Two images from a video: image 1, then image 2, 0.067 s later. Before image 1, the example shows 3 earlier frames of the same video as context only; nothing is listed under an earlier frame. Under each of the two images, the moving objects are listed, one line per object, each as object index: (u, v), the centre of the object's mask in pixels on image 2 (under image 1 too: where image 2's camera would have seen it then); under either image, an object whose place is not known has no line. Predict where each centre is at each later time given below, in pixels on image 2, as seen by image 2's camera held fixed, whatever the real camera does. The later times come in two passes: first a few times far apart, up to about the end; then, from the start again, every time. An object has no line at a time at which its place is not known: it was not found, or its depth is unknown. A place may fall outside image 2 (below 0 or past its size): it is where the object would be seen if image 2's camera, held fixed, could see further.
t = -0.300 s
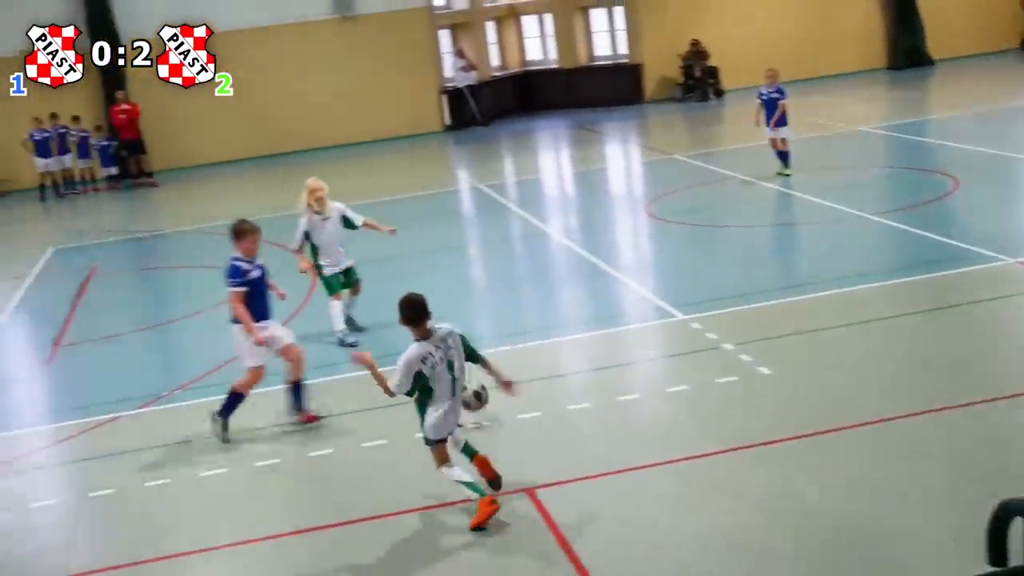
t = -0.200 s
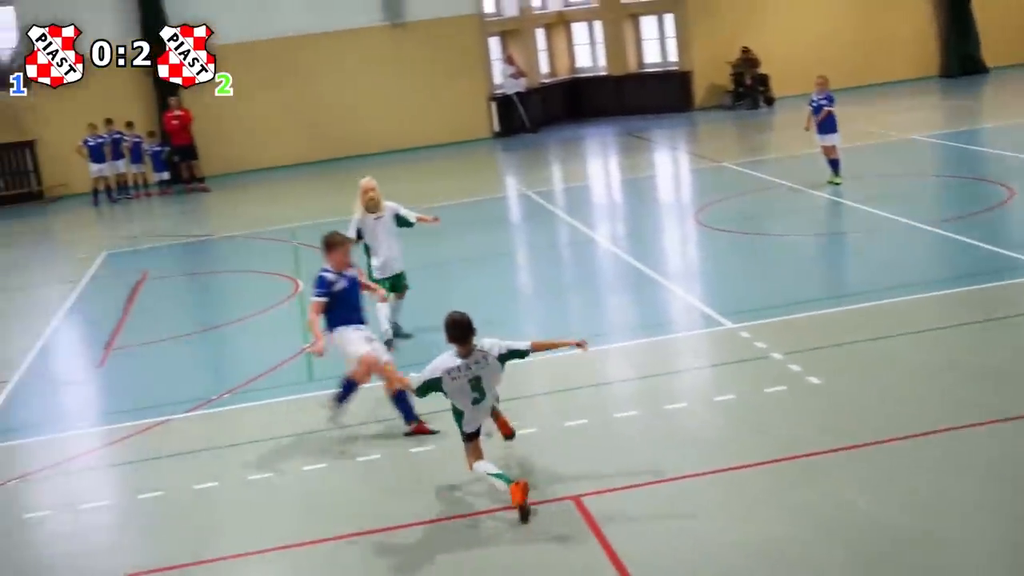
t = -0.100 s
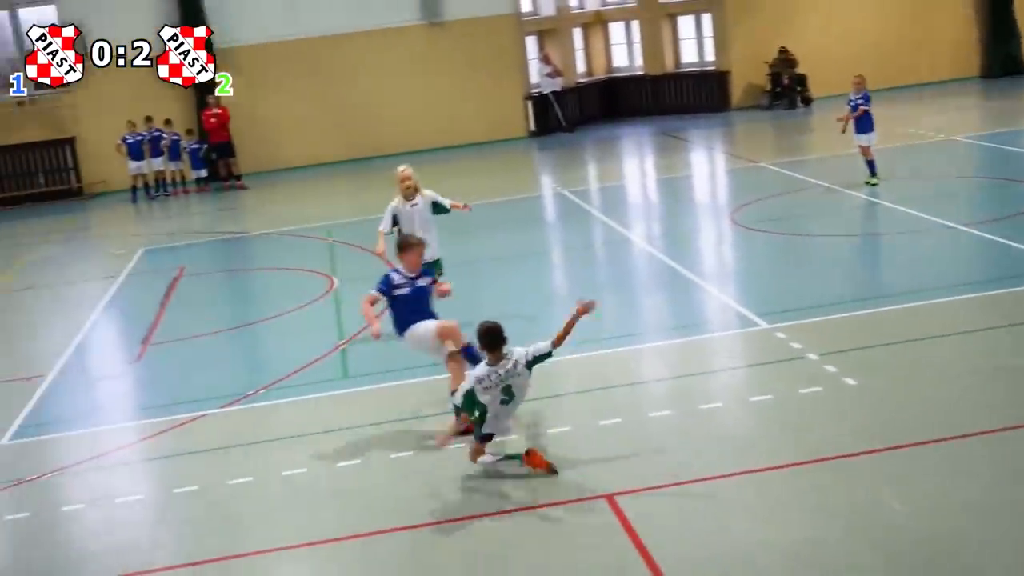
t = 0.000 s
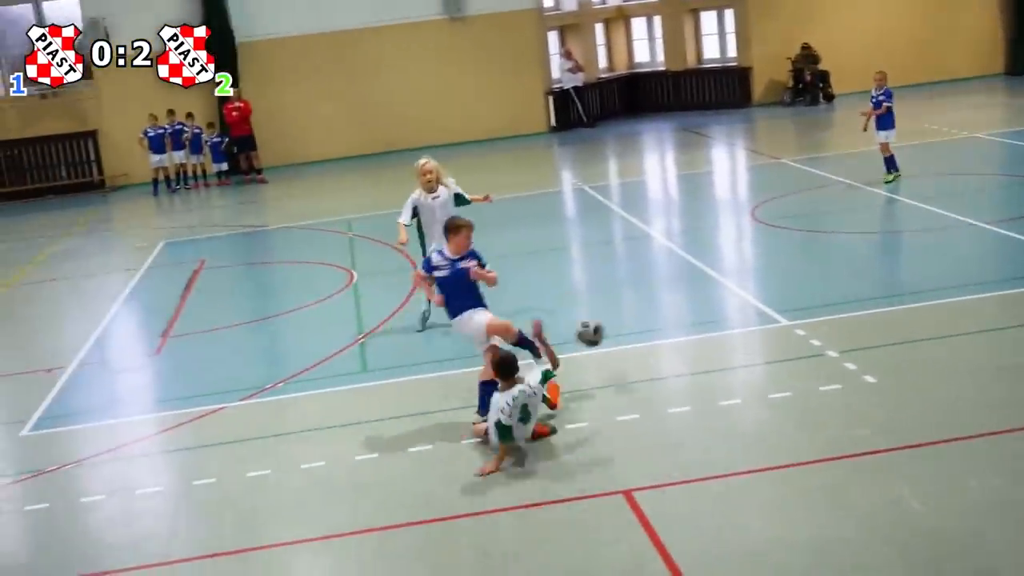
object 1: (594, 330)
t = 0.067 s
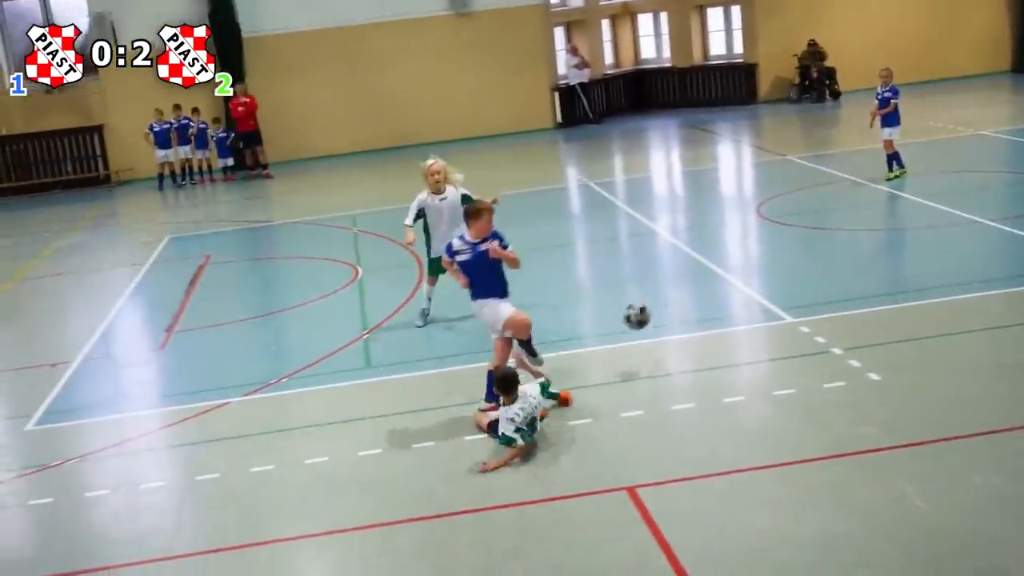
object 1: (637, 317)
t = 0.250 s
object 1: (738, 309)
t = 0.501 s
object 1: (833, 257)
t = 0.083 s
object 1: (646, 314)
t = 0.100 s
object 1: (655, 312)
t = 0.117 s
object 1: (665, 310)
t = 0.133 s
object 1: (674, 309)
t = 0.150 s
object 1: (684, 308)
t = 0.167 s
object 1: (694, 307)
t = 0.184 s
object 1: (703, 307)
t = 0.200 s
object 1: (712, 307)
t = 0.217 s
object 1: (720, 308)
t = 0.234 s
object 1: (729, 308)
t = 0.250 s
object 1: (738, 309)
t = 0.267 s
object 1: (747, 310)
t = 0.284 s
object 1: (755, 312)
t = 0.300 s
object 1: (762, 305)
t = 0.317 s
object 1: (768, 299)
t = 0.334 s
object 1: (774, 294)
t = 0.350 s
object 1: (779, 289)
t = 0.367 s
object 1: (786, 284)
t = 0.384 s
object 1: (792, 279)
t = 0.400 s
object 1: (798, 275)
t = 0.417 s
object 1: (803, 272)
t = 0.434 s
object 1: (809, 268)
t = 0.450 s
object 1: (814, 265)
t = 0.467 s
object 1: (821, 262)
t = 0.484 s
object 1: (826, 259)
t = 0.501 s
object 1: (833, 257)
